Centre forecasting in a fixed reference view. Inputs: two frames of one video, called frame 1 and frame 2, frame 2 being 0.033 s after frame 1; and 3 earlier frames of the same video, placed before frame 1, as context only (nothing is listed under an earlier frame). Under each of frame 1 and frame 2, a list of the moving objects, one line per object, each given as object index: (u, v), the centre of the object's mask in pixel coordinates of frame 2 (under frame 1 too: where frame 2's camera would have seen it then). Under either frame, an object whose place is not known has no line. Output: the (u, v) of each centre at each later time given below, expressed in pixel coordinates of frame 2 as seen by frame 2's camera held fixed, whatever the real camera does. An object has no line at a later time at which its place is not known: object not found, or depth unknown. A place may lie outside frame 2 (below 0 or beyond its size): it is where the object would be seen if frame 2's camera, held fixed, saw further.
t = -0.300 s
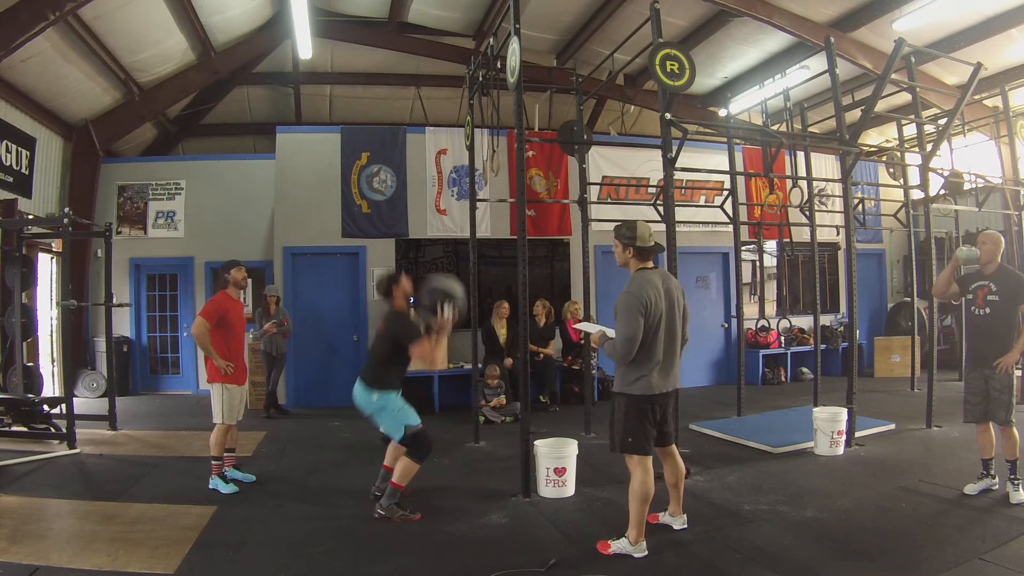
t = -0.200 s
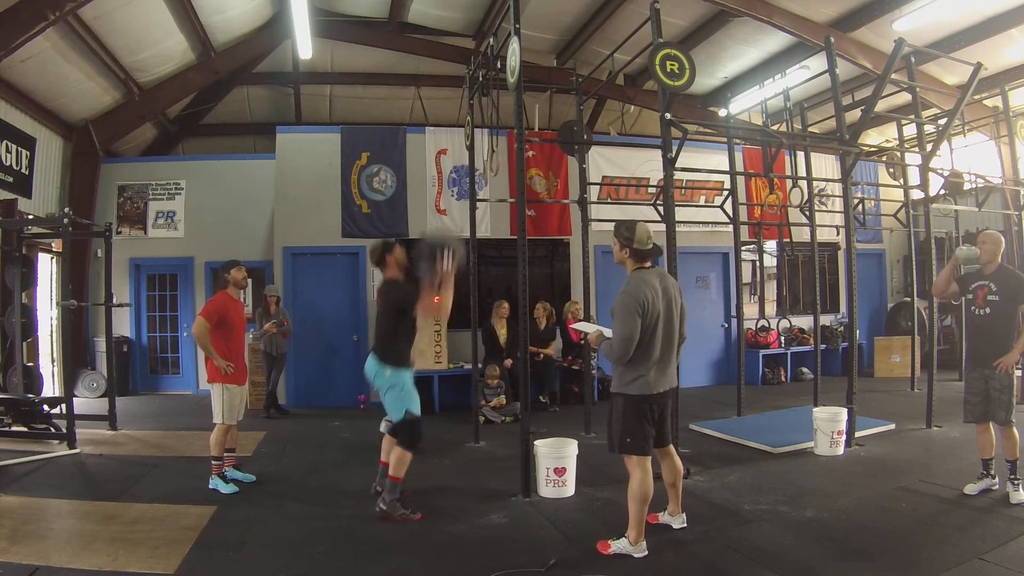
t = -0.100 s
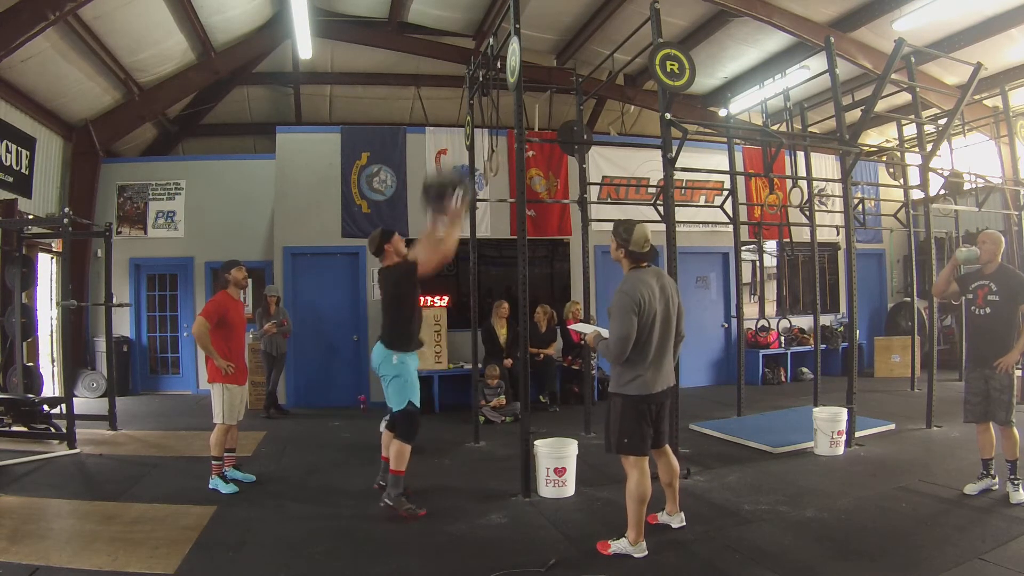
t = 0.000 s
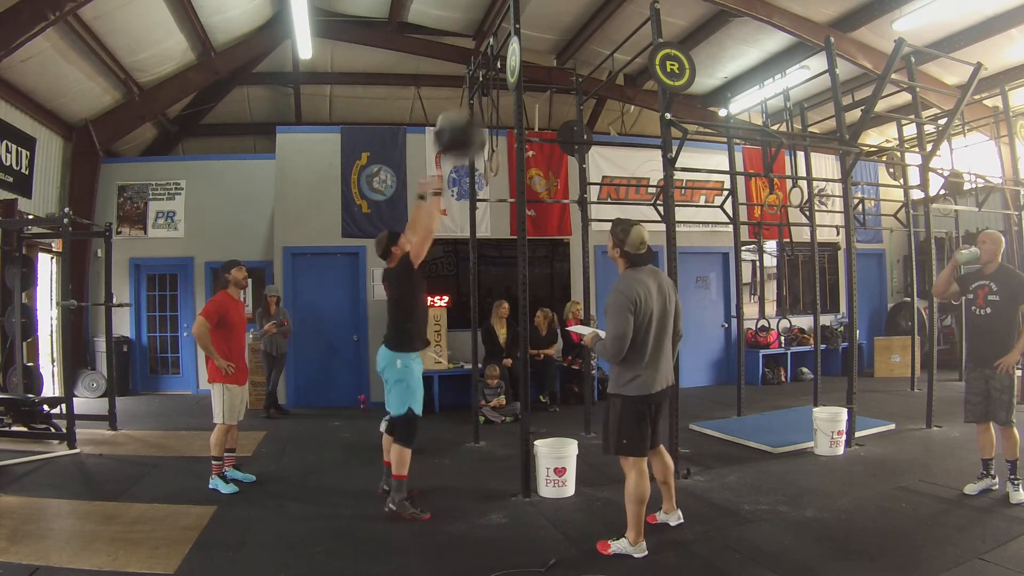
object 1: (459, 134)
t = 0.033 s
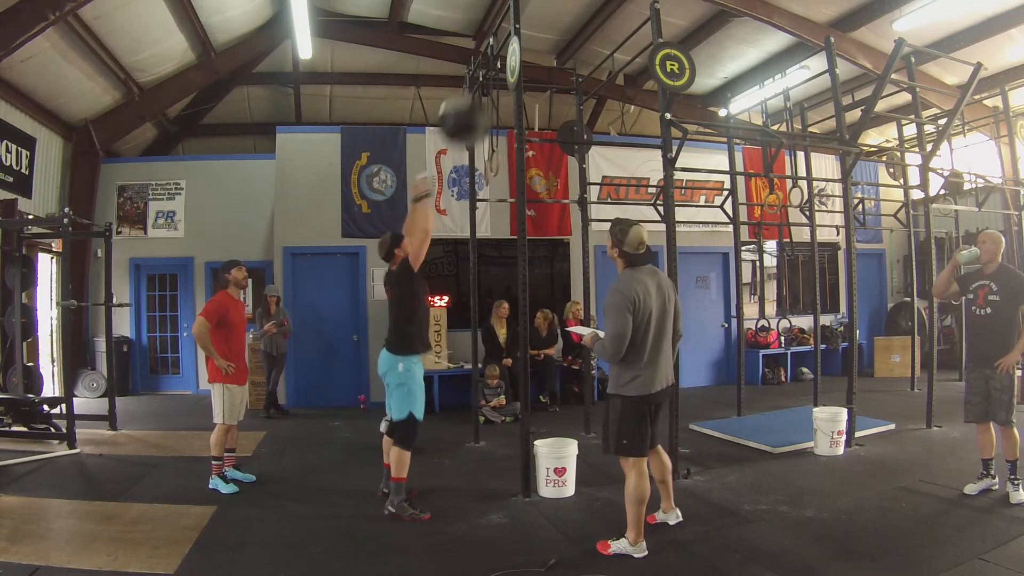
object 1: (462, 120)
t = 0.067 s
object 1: (468, 105)
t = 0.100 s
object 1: (471, 94)
